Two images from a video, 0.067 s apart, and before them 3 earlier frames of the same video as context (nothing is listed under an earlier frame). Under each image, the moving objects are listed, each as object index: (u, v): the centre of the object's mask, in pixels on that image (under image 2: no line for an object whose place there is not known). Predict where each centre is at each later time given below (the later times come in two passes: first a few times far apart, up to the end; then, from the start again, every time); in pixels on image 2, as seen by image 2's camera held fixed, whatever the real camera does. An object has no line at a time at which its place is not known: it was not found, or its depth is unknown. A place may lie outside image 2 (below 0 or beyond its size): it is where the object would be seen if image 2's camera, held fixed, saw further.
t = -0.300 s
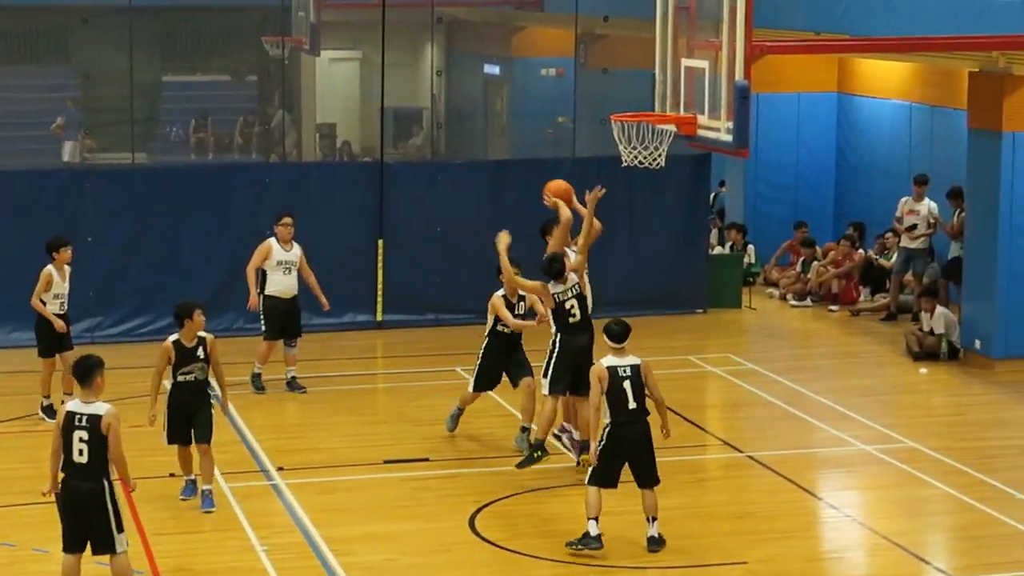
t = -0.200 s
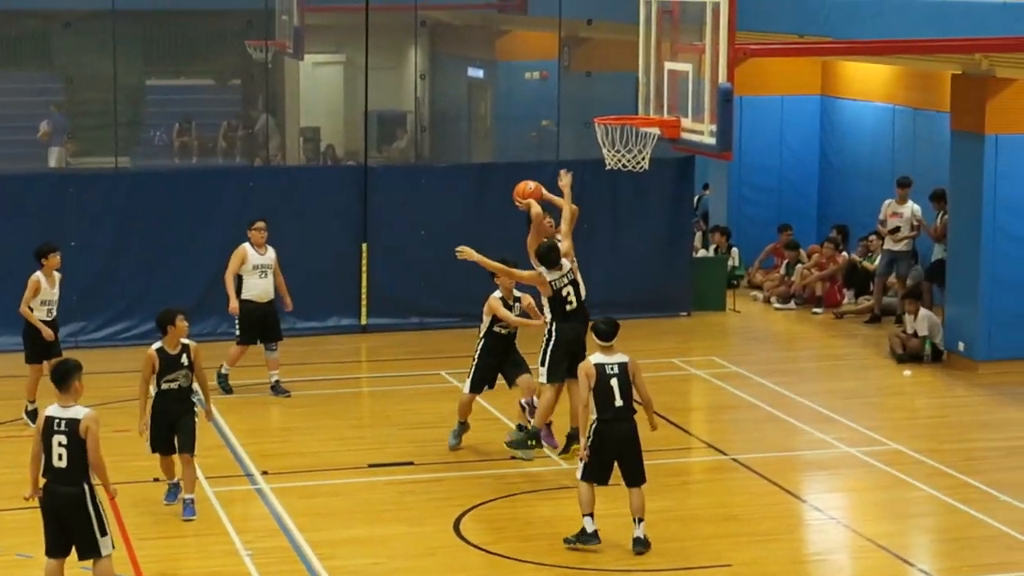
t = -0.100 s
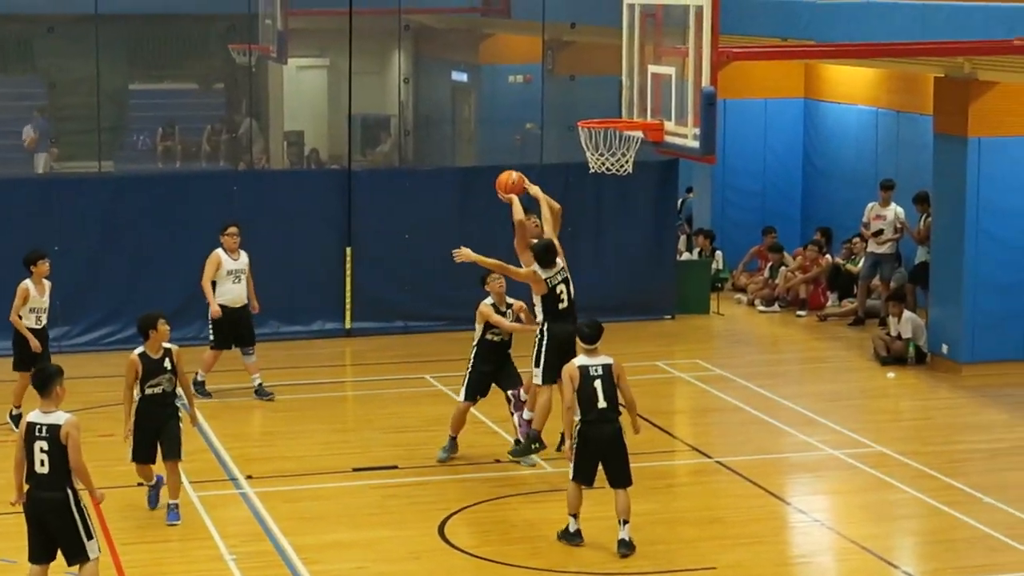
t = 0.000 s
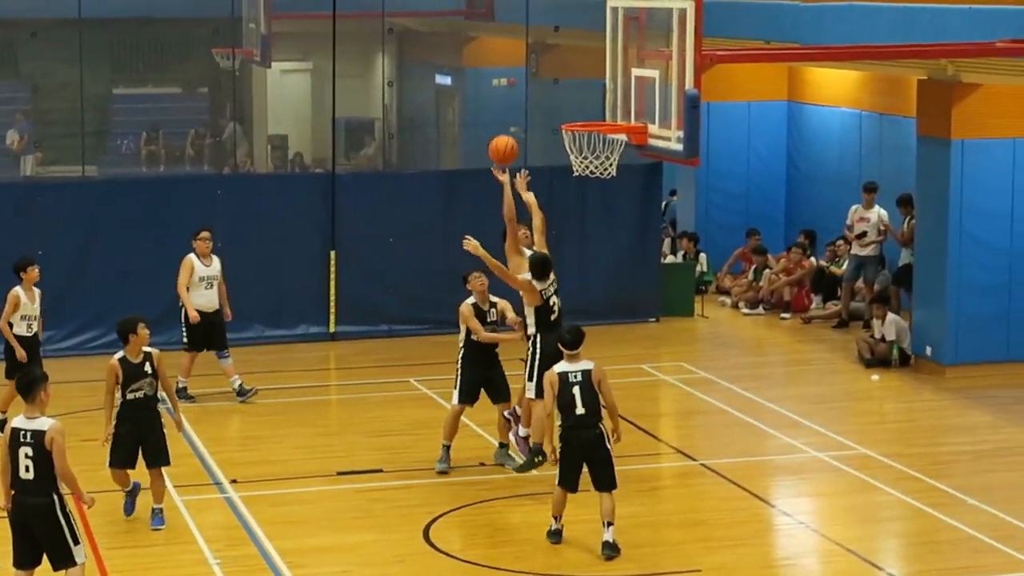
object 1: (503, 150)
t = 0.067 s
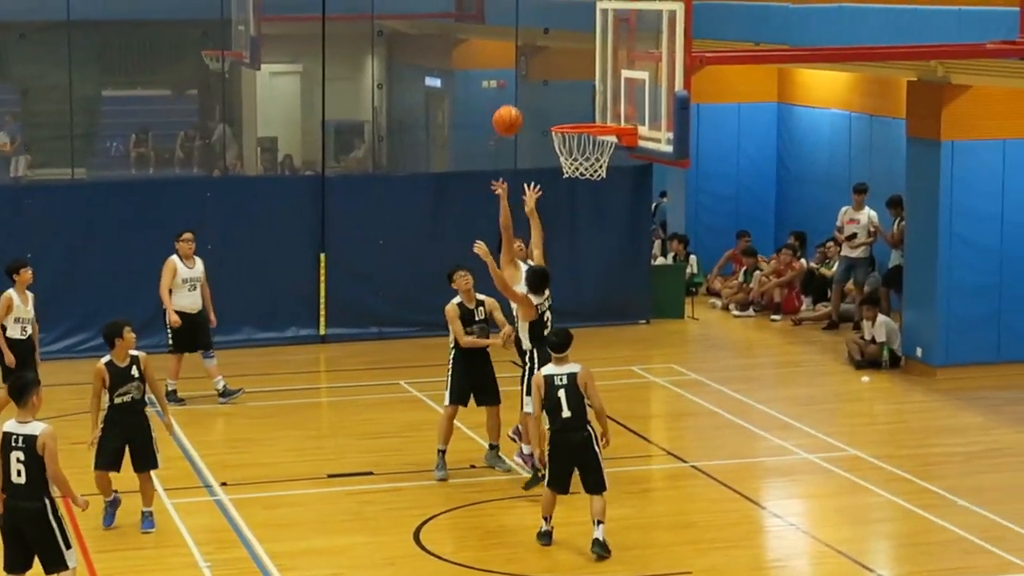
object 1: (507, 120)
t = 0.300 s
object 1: (558, 49)
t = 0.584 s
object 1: (577, 56)
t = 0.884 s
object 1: (544, 83)
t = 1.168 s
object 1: (496, 100)
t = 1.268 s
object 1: (480, 130)
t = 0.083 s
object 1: (511, 113)
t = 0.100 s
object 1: (514, 107)
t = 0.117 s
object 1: (518, 100)
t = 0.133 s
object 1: (521, 94)
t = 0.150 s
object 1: (525, 88)
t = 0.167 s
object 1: (529, 83)
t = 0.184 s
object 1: (532, 77)
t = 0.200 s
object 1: (536, 72)
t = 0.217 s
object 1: (540, 68)
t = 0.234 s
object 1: (543, 63)
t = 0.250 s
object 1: (546, 59)
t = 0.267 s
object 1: (551, 55)
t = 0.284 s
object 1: (554, 52)
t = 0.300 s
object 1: (558, 49)
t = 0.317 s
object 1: (562, 46)
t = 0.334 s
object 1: (565, 44)
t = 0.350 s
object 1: (569, 42)
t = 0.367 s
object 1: (572, 40)
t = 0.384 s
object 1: (577, 39)
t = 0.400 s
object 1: (581, 38)
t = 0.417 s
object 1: (584, 38)
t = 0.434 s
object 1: (585, 38)
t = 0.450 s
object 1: (584, 39)
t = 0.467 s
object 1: (583, 40)
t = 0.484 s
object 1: (582, 41)
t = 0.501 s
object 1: (582, 43)
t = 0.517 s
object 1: (581, 44)
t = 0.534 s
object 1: (579, 47)
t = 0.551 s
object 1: (579, 50)
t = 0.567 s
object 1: (578, 53)
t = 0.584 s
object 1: (577, 56)
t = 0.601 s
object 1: (576, 61)
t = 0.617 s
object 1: (574, 65)
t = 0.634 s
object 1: (574, 70)
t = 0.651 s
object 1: (573, 75)
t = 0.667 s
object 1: (572, 81)
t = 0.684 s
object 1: (571, 86)
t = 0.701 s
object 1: (570, 93)
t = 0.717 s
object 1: (569, 99)
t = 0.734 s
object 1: (568, 106)
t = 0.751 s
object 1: (567, 111)
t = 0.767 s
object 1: (564, 107)
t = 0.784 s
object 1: (561, 102)
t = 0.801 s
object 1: (558, 98)
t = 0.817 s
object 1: (556, 95)
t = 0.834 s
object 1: (553, 91)
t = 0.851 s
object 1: (550, 88)
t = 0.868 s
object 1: (547, 86)
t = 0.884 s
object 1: (544, 83)
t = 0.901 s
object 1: (541, 82)
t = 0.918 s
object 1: (539, 80)
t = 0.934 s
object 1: (536, 79)
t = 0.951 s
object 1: (532, 78)
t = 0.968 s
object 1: (530, 77)
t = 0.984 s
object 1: (527, 77)
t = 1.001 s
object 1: (524, 78)
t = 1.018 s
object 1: (521, 78)
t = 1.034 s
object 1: (519, 79)
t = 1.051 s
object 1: (516, 81)
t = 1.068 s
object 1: (513, 82)
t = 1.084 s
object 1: (510, 84)
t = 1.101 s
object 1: (507, 87)
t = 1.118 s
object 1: (505, 89)
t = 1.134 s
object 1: (502, 92)
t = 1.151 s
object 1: (499, 96)
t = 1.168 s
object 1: (496, 100)
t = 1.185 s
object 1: (493, 104)
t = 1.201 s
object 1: (491, 108)
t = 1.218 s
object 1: (488, 113)
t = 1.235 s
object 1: (486, 119)
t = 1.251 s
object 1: (483, 124)
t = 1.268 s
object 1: (480, 130)
